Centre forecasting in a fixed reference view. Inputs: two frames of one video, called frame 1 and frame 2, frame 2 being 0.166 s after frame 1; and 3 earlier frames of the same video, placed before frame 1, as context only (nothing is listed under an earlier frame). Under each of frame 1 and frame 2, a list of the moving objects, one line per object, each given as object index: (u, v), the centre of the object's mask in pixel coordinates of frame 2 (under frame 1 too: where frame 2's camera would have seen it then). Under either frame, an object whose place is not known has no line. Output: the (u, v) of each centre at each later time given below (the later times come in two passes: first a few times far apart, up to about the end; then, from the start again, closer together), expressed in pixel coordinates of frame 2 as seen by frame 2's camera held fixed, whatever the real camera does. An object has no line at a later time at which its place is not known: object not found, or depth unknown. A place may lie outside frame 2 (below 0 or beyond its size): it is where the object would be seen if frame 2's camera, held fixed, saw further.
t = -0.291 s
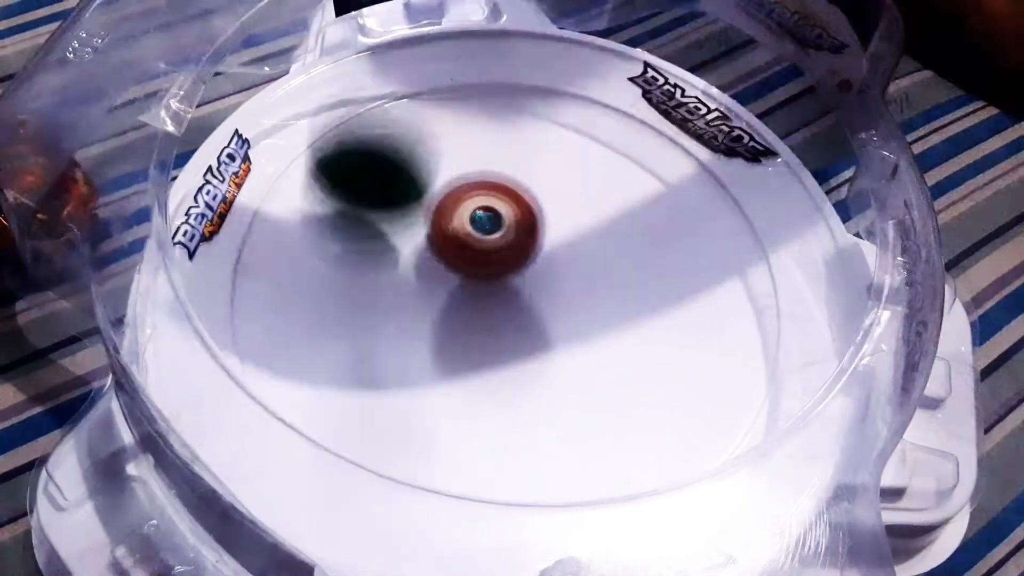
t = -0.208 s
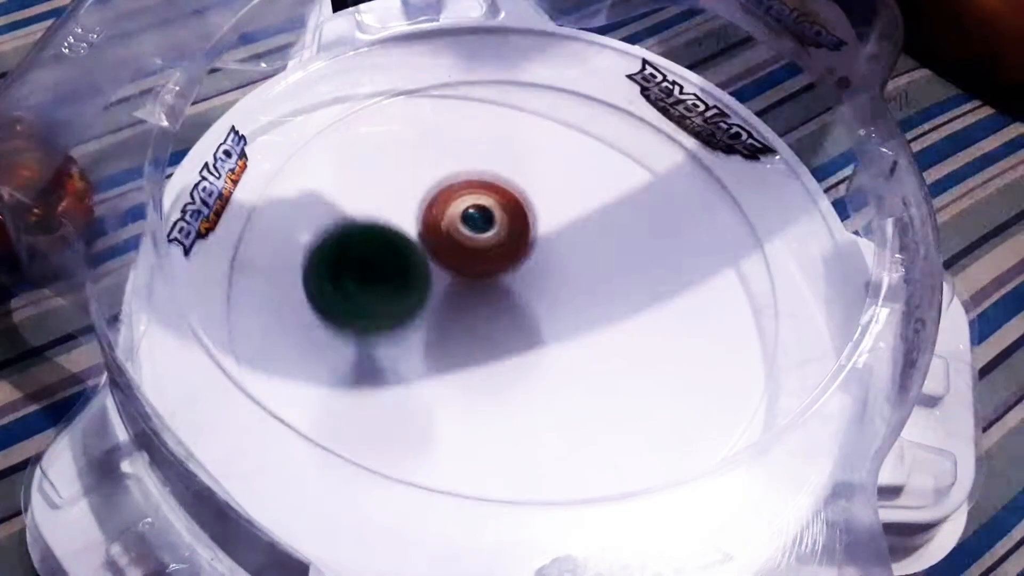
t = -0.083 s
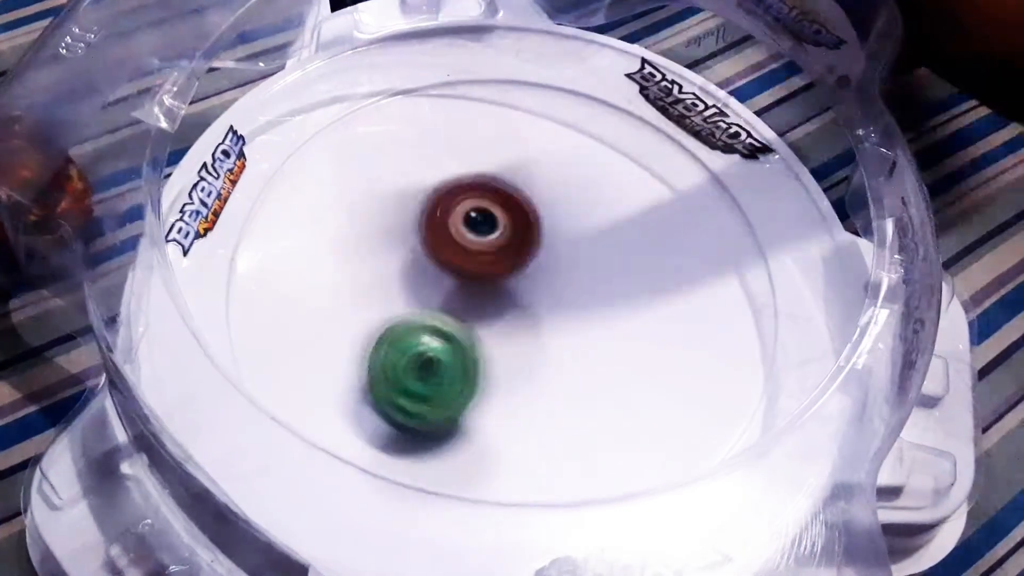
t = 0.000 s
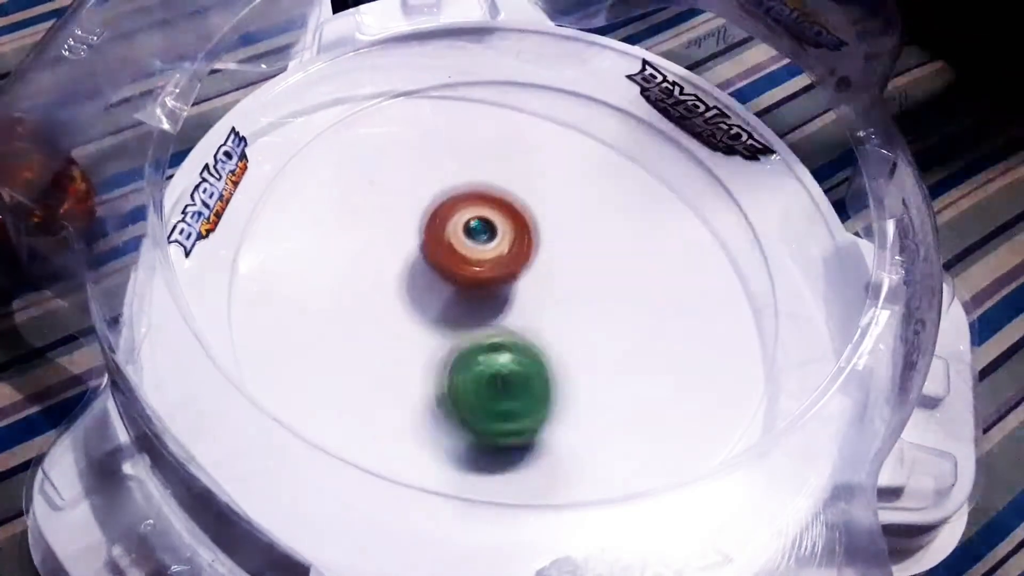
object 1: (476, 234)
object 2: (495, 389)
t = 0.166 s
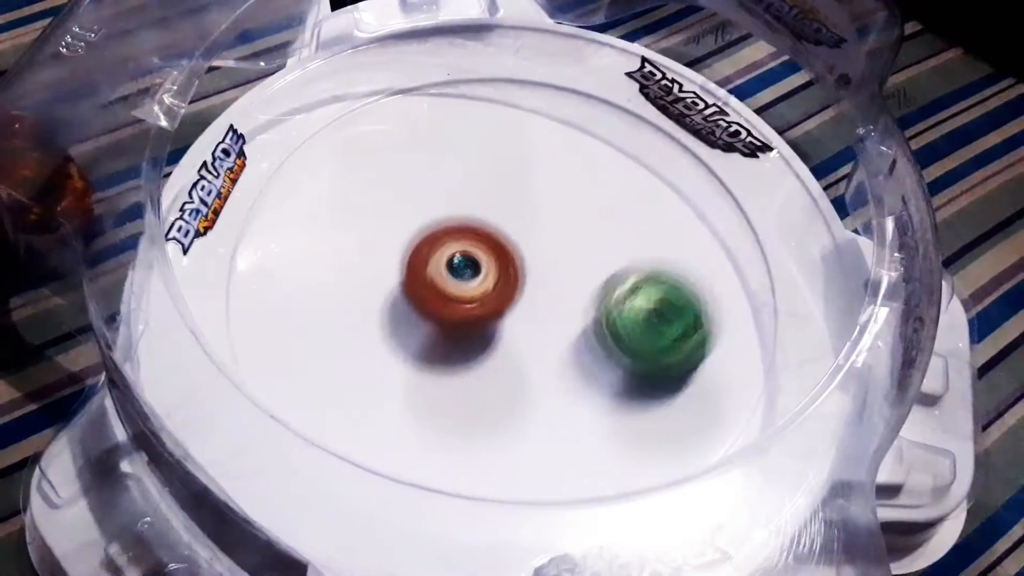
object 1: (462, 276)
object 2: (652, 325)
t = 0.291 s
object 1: (455, 300)
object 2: (718, 226)
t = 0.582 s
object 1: (436, 309)
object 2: (549, 88)
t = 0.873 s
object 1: (455, 369)
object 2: (447, 247)
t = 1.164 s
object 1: (370, 394)
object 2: (737, 297)
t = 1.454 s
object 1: (447, 278)
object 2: (709, 116)
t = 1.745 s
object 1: (610, 283)
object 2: (355, 221)
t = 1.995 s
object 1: (599, 322)
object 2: (409, 504)
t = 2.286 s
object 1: (509, 274)
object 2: (763, 321)
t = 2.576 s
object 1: (488, 216)
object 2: (492, 101)
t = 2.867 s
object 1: (510, 234)
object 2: (154, 259)
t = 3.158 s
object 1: (454, 246)
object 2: (587, 396)
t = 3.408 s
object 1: (490, 224)
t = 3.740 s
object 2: (447, 69)
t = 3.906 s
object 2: (295, 200)
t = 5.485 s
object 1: (493, 298)
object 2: (689, 368)
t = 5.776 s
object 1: (490, 278)
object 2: (602, 104)
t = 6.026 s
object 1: (477, 279)
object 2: (361, 96)
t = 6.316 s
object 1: (486, 287)
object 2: (308, 399)
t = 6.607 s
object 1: (485, 280)
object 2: (693, 378)
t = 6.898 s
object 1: (474, 277)
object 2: (661, 138)
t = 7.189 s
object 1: (476, 281)
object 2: (380, 121)
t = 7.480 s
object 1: (480, 293)
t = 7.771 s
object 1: (481, 294)
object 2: (630, 402)
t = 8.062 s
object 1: (484, 285)
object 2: (618, 193)
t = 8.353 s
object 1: (489, 272)
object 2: (428, 135)
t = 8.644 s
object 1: (487, 271)
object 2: (322, 300)
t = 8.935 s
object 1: (479, 277)
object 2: (533, 394)
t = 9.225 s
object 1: (482, 284)
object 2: (640, 237)
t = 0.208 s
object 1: (459, 285)
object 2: (681, 296)
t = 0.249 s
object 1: (458, 294)
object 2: (703, 265)
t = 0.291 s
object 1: (455, 300)
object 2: (718, 226)
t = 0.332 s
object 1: (453, 305)
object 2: (728, 194)
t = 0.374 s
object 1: (450, 307)
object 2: (726, 158)
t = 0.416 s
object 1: (445, 309)
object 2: (704, 130)
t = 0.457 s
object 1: (441, 311)
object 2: (671, 115)
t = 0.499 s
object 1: (439, 313)
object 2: (630, 105)
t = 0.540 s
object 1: (437, 310)
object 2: (587, 97)
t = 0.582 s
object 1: (436, 309)
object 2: (549, 88)
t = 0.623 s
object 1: (437, 310)
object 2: (513, 89)
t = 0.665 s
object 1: (438, 308)
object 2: (483, 98)
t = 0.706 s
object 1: (441, 307)
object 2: (456, 122)
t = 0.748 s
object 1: (444, 306)
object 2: (437, 160)
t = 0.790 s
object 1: (447, 308)
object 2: (430, 201)
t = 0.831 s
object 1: (451, 343)
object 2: (436, 222)
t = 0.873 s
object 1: (455, 369)
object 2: (447, 247)
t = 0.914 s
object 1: (457, 390)
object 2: (468, 273)
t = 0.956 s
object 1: (452, 400)
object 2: (500, 299)
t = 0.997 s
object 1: (433, 415)
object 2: (547, 316)
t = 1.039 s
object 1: (415, 417)
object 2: (599, 322)
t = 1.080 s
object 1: (398, 412)
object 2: (648, 321)
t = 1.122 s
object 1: (382, 404)
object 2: (696, 312)
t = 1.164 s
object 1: (370, 394)
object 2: (737, 297)
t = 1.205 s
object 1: (364, 375)
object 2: (768, 277)
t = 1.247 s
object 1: (364, 359)
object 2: (783, 248)
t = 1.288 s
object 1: (369, 335)
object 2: (779, 226)
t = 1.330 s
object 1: (381, 318)
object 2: (772, 195)
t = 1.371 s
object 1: (399, 301)
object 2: (760, 169)
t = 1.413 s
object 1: (421, 288)
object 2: (739, 140)
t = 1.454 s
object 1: (447, 278)
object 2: (709, 116)
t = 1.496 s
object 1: (474, 271)
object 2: (664, 103)
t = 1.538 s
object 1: (501, 267)
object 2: (610, 99)
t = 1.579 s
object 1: (530, 264)
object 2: (555, 102)
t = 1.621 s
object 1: (553, 268)
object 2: (498, 116)
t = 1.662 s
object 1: (575, 272)
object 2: (442, 144)
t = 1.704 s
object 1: (595, 276)
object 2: (396, 174)
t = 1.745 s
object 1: (610, 283)
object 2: (355, 221)
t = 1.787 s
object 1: (621, 290)
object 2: (319, 272)
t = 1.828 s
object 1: (627, 299)
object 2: (292, 330)
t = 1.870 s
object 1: (627, 308)
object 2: (283, 390)
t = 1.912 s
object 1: (621, 314)
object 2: (298, 447)
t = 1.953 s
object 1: (612, 318)
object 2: (348, 482)
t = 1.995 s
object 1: (599, 322)
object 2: (409, 504)
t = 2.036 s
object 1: (583, 323)
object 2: (478, 510)
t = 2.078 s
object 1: (567, 321)
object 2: (546, 468)
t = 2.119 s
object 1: (552, 316)
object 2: (608, 456)
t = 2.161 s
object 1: (539, 306)
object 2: (669, 433)
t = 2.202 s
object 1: (527, 296)
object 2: (720, 403)
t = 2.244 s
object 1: (517, 283)
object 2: (752, 367)
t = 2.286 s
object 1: (509, 274)
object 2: (763, 321)
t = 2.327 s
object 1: (505, 264)
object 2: (754, 273)
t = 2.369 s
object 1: (501, 253)
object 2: (732, 228)
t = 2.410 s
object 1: (497, 242)
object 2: (699, 193)
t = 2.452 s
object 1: (492, 232)
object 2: (656, 162)
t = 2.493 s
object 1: (491, 224)
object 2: (607, 134)
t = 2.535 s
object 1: (488, 220)
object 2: (551, 115)
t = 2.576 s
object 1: (488, 216)
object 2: (492, 101)
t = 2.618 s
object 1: (488, 215)
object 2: (433, 100)
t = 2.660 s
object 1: (490, 218)
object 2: (377, 103)
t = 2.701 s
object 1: (493, 220)
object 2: (322, 114)
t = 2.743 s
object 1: (497, 224)
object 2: (271, 135)
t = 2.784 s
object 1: (502, 228)
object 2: (222, 172)
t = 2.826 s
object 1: (506, 232)
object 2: (188, 213)
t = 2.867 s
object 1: (510, 234)
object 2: (154, 259)
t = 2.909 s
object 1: (511, 236)
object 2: (199, 288)
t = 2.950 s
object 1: (505, 241)
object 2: (255, 319)
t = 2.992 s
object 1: (496, 249)
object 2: (315, 349)
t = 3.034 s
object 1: (485, 256)
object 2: (381, 372)
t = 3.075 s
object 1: (474, 265)
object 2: (451, 383)
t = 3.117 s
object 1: (462, 261)
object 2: (519, 392)
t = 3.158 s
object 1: (454, 246)
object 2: (587, 396)
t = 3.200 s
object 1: (448, 234)
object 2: (647, 391)
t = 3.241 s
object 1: (449, 228)
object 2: (695, 373)
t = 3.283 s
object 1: (456, 224)
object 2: (732, 345)
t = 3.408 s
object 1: (490, 224)
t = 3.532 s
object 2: (684, 135)
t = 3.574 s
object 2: (648, 106)
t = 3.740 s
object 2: (447, 69)
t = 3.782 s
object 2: (401, 82)
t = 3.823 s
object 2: (361, 109)
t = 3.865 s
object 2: (324, 156)
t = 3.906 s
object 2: (295, 200)
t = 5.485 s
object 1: (493, 298)
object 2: (689, 368)
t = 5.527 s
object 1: (495, 294)
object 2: (704, 325)
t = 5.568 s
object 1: (497, 291)
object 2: (707, 284)
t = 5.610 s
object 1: (497, 289)
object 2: (700, 242)
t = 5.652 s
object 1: (496, 286)
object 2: (685, 204)
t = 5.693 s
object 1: (495, 283)
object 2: (663, 166)
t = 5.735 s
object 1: (493, 282)
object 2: (636, 134)
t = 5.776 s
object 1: (490, 278)
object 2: (602, 104)
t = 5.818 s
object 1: (488, 278)
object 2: (563, 81)
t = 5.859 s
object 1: (485, 276)
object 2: (521, 67)
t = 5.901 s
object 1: (482, 276)
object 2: (477, 62)
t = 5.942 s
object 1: (480, 275)
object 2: (435, 65)
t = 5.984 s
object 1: (479, 276)
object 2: (395, 77)
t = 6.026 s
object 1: (477, 279)
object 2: (361, 96)
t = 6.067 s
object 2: (331, 125)
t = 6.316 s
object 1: (486, 287)
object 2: (308, 399)
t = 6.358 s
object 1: (487, 286)
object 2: (354, 430)
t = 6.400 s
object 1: (489, 286)
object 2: (410, 455)
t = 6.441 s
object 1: (489, 285)
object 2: (474, 447)
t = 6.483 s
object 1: (489, 284)
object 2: (536, 449)
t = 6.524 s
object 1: (488, 282)
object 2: (596, 437)
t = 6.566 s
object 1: (487, 280)
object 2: (653, 413)
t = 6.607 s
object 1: (485, 280)
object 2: (693, 378)
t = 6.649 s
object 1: (484, 279)
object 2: (719, 343)
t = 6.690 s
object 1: (482, 278)
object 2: (732, 304)
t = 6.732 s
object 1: (481, 278)
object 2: (732, 266)
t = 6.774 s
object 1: (479, 278)
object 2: (725, 229)
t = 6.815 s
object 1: (478, 277)
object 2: (709, 194)
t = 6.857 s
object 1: (477, 277)
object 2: (689, 163)
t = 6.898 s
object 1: (474, 277)
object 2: (661, 138)
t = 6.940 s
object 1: (475, 278)
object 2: (627, 111)
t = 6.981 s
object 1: (475, 277)
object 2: (586, 94)
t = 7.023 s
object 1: (475, 278)
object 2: (543, 84)
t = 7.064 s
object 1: (475, 278)
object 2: (498, 80)
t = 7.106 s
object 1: (476, 278)
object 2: (457, 85)
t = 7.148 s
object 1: (476, 280)
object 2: (417, 97)
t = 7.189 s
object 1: (476, 281)
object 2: (380, 121)
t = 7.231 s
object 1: (477, 282)
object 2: (348, 148)
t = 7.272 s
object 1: (479, 283)
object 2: (322, 185)
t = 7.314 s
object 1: (480, 285)
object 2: (297, 234)
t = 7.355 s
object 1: (480, 287)
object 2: (279, 279)
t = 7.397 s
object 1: (480, 290)
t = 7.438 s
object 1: (480, 291)
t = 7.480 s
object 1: (480, 293)
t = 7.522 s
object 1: (480, 293)
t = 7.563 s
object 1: (480, 294)
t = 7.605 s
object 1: (481, 294)
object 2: (456, 446)
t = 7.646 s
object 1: (481, 294)
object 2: (505, 449)
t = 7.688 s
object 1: (481, 294)
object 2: (550, 443)
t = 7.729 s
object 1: (481, 295)
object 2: (595, 426)
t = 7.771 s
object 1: (481, 294)
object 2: (630, 402)
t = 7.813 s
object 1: (482, 294)
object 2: (652, 374)
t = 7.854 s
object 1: (482, 293)
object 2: (665, 339)
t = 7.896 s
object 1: (482, 292)
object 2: (669, 309)
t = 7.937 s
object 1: (482, 291)
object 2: (666, 276)
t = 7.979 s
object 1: (483, 288)
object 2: (656, 247)
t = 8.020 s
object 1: (483, 287)
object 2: (640, 222)
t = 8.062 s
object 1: (484, 285)
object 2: (618, 193)
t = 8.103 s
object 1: (485, 283)
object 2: (592, 173)
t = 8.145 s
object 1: (486, 281)
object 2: (566, 154)
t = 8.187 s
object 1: (488, 279)
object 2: (538, 140)
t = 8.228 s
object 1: (488, 276)
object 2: (508, 131)
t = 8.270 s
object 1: (488, 274)
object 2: (480, 128)
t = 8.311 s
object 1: (488, 272)
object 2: (453, 130)
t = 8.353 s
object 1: (489, 272)
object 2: (428, 135)
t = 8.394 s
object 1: (489, 271)
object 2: (405, 145)
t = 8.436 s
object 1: (490, 270)
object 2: (383, 161)
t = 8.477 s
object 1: (489, 270)
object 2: (366, 182)
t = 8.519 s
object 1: (489, 269)
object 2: (350, 204)
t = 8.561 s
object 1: (489, 269)
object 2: (336, 231)
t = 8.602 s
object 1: (488, 270)
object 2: (326, 265)
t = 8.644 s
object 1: (487, 271)
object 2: (322, 300)
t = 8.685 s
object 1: (487, 270)
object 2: (333, 331)
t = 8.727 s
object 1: (487, 272)
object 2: (355, 360)
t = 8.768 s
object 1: (485, 272)
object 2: (386, 379)
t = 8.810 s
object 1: (484, 274)
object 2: (420, 394)
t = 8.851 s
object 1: (483, 276)
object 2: (458, 400)
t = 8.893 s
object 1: (482, 277)
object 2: (495, 402)
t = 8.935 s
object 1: (479, 277)
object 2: (533, 394)
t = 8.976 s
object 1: (478, 279)
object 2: (571, 383)
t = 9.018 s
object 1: (477, 280)
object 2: (601, 363)
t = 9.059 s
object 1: (477, 280)
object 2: (626, 343)
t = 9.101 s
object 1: (478, 281)
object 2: (641, 315)
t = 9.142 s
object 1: (479, 282)
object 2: (648, 288)
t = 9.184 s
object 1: (481, 283)
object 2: (648, 261)
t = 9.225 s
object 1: (482, 284)
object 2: (640, 237)
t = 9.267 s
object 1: (483, 286)
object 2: (628, 213)
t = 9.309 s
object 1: (483, 287)
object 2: (610, 192)
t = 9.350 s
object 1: (484, 289)
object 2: (589, 175)
